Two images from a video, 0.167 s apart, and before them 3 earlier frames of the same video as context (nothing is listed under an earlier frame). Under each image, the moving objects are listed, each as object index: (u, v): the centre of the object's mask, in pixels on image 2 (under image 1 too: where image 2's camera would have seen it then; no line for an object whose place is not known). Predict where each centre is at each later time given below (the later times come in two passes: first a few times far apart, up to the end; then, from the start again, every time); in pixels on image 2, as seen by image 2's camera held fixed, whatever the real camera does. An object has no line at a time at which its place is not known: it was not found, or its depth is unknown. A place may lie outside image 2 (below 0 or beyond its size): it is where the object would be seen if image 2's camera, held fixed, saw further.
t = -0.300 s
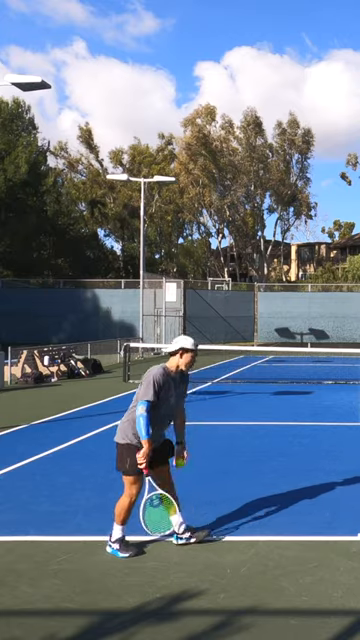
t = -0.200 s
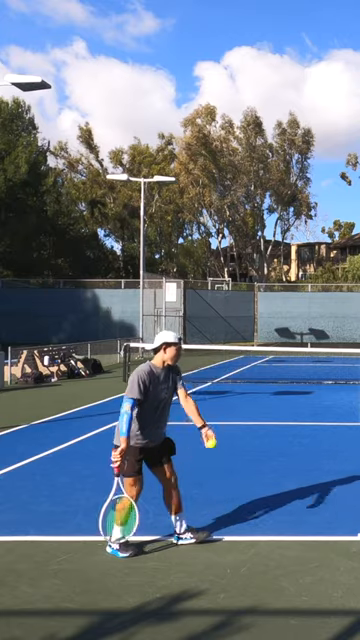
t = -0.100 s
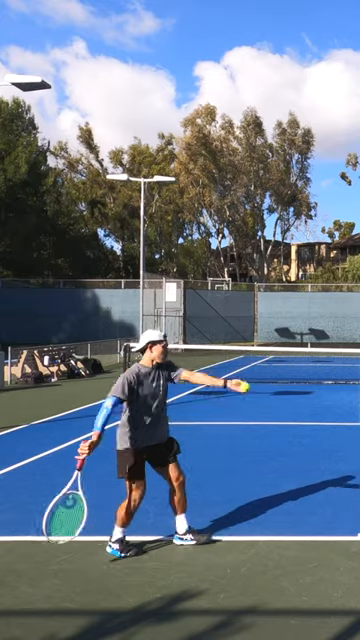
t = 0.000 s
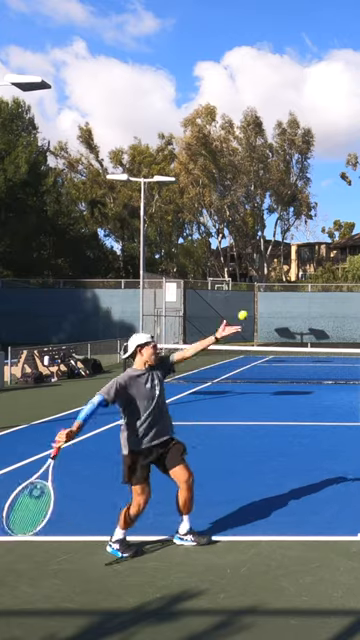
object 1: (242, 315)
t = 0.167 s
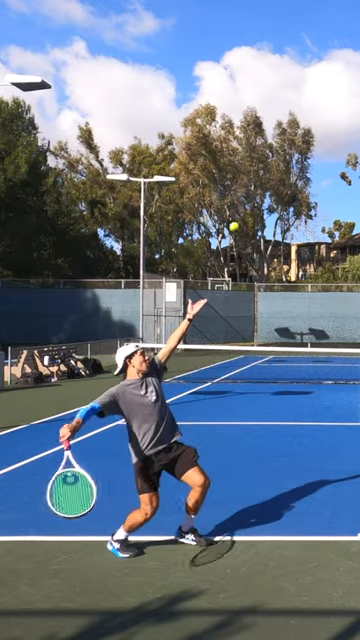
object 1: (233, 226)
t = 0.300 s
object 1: (227, 183)
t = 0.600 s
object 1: (212, 164)
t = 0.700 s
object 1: (207, 182)
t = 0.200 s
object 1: (232, 213)
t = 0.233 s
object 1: (230, 201)
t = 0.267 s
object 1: (228, 191)
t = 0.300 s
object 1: (227, 183)
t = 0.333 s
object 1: (225, 175)
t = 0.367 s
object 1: (224, 169)
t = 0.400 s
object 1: (222, 164)
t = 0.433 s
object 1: (220, 161)
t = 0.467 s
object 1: (218, 159)
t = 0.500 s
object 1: (217, 159)
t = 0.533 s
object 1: (215, 159)
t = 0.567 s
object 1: (214, 162)
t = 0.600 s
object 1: (212, 164)
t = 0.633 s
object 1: (211, 169)
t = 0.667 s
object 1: (208, 175)
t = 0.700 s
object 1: (207, 182)
